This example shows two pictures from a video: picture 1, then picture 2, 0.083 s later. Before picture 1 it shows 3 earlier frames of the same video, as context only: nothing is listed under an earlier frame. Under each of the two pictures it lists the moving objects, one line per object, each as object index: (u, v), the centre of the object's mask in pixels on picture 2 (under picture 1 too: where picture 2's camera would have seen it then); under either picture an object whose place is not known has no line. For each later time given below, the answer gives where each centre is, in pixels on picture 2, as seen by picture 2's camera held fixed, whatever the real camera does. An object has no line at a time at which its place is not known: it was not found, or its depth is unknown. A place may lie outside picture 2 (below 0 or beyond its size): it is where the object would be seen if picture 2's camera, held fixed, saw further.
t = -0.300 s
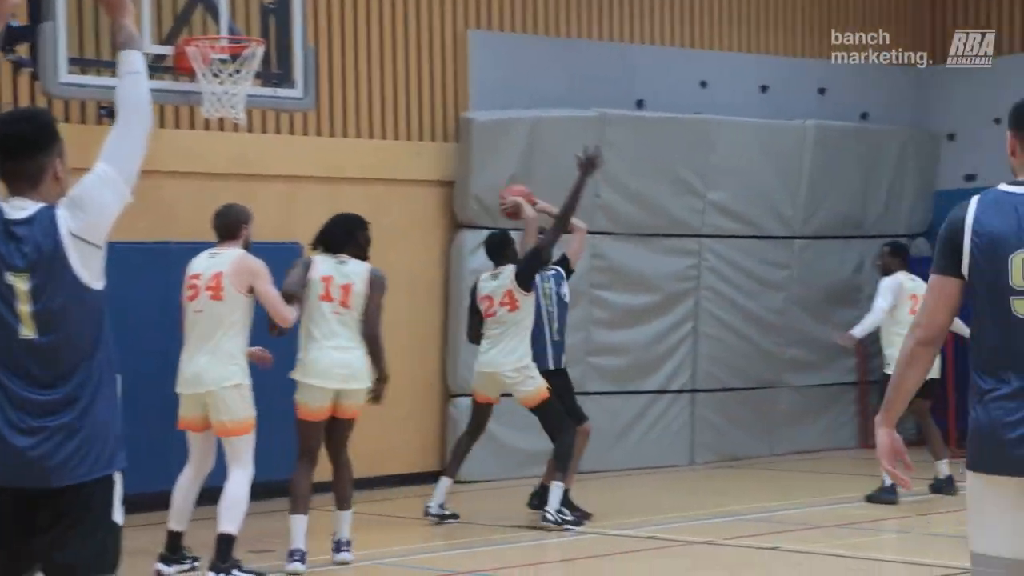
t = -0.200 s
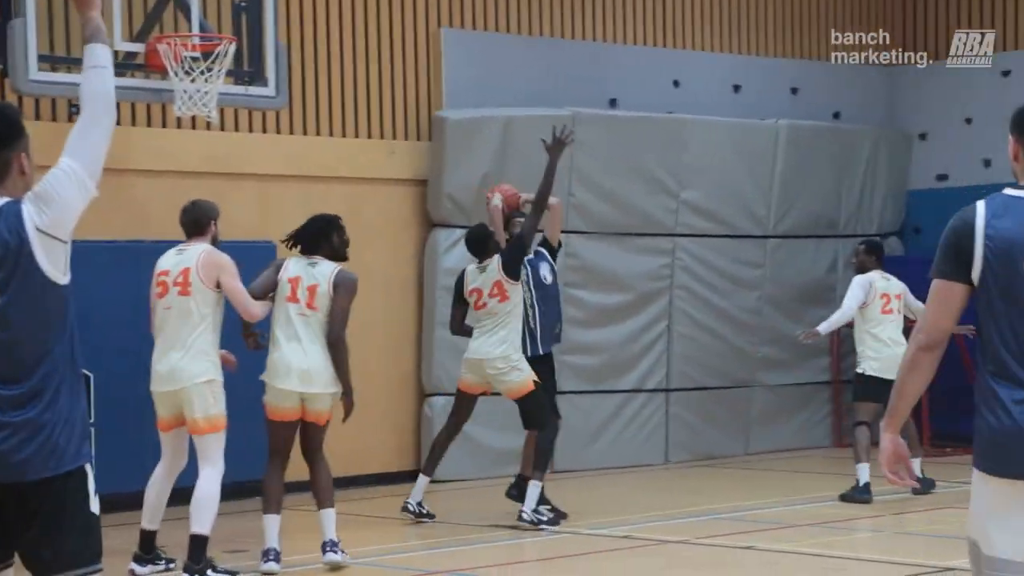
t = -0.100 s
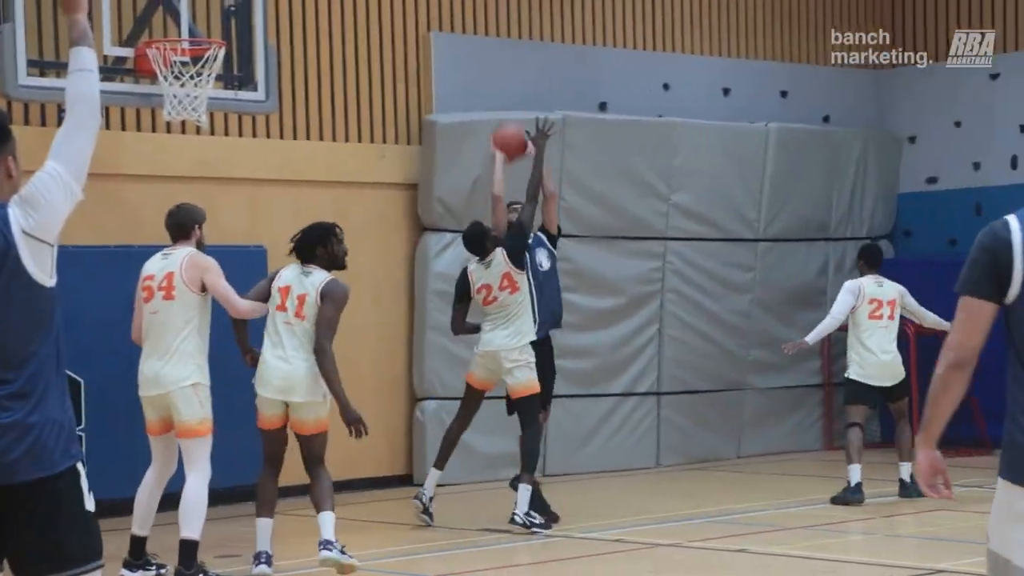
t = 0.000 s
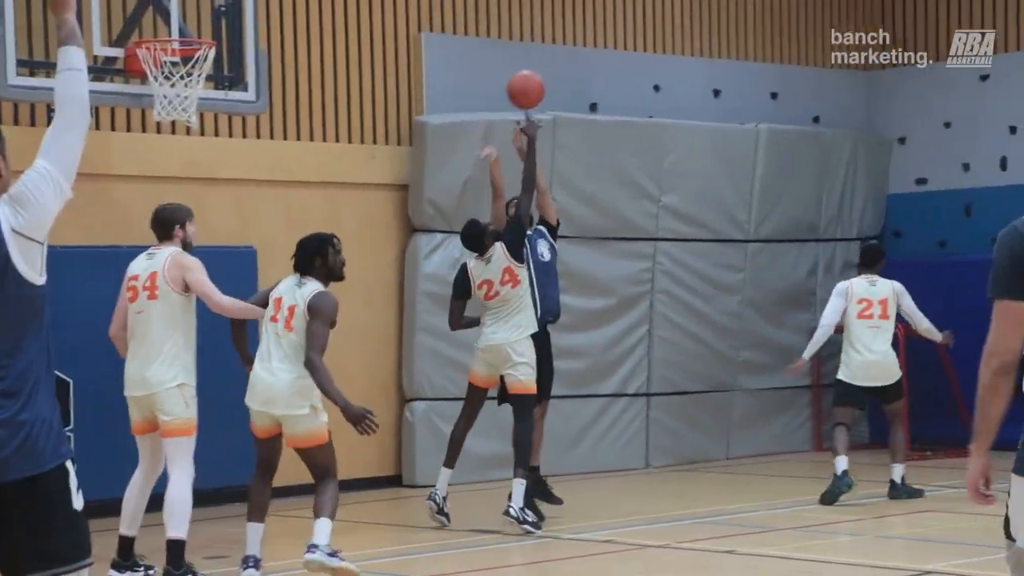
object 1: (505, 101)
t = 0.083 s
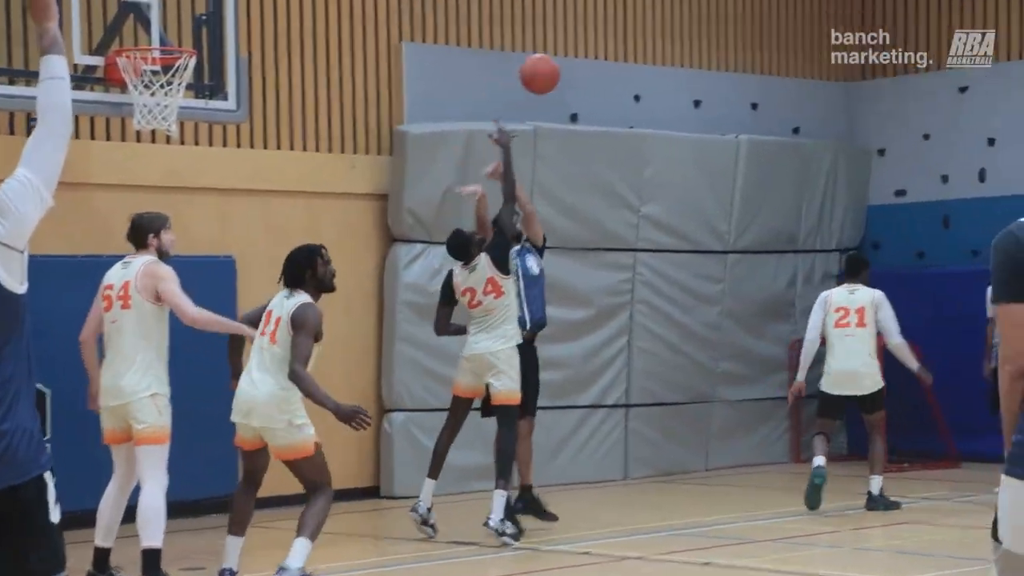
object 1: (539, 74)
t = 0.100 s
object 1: (547, 68)
